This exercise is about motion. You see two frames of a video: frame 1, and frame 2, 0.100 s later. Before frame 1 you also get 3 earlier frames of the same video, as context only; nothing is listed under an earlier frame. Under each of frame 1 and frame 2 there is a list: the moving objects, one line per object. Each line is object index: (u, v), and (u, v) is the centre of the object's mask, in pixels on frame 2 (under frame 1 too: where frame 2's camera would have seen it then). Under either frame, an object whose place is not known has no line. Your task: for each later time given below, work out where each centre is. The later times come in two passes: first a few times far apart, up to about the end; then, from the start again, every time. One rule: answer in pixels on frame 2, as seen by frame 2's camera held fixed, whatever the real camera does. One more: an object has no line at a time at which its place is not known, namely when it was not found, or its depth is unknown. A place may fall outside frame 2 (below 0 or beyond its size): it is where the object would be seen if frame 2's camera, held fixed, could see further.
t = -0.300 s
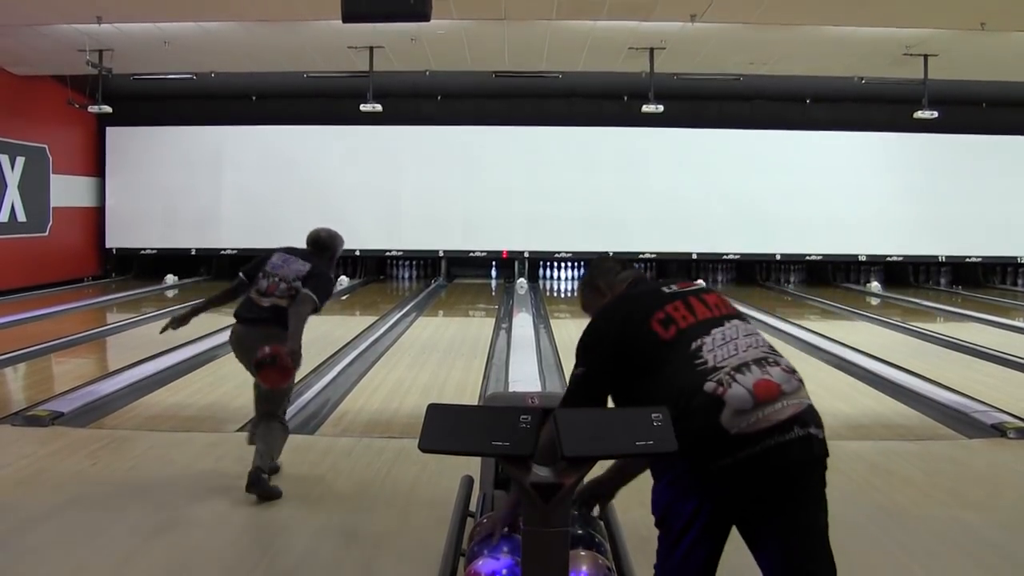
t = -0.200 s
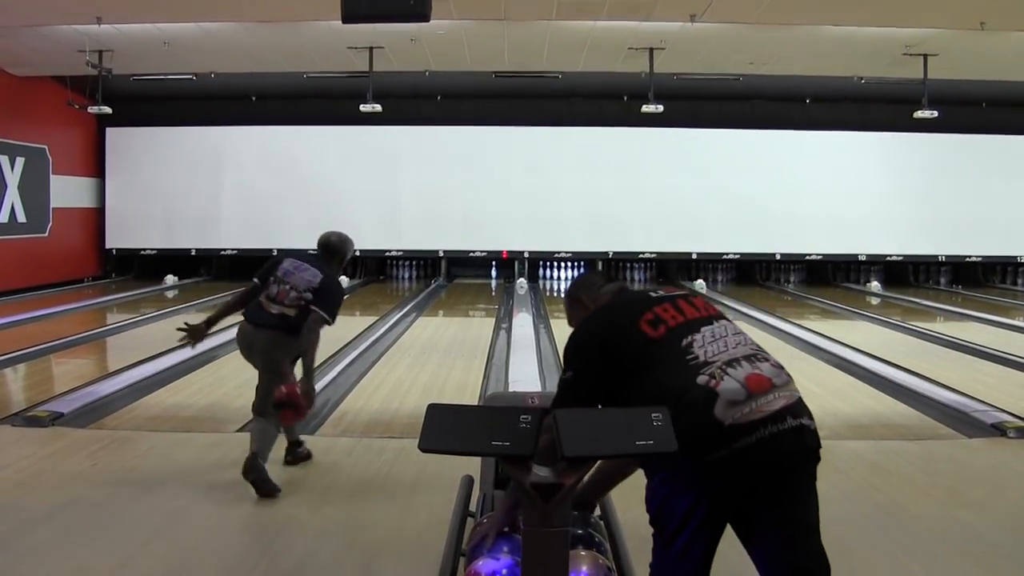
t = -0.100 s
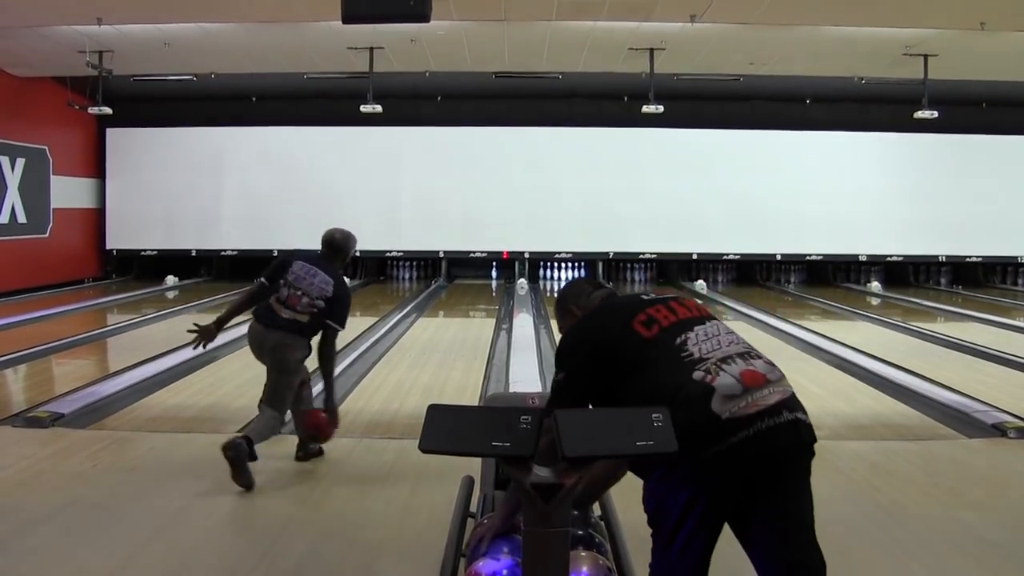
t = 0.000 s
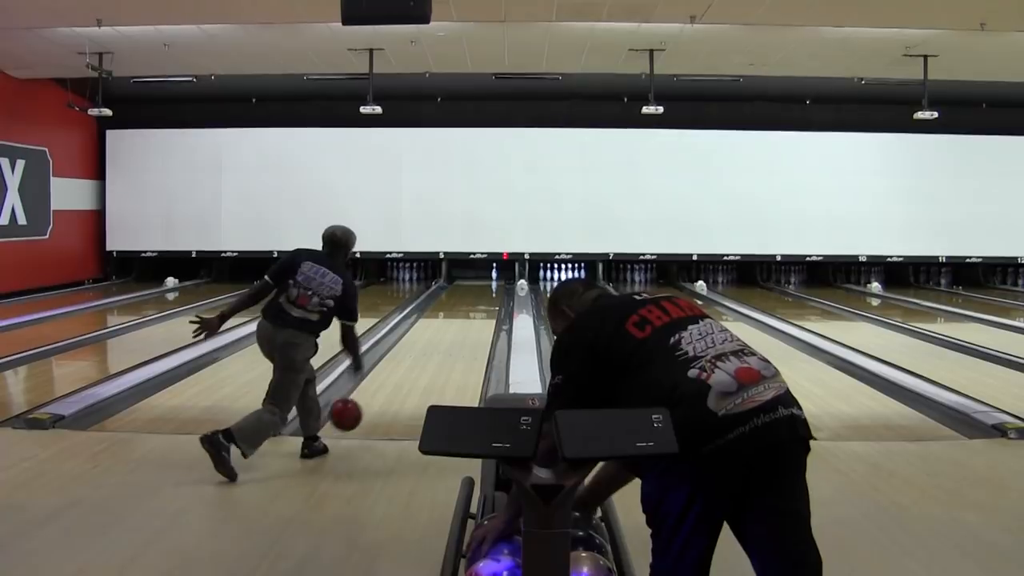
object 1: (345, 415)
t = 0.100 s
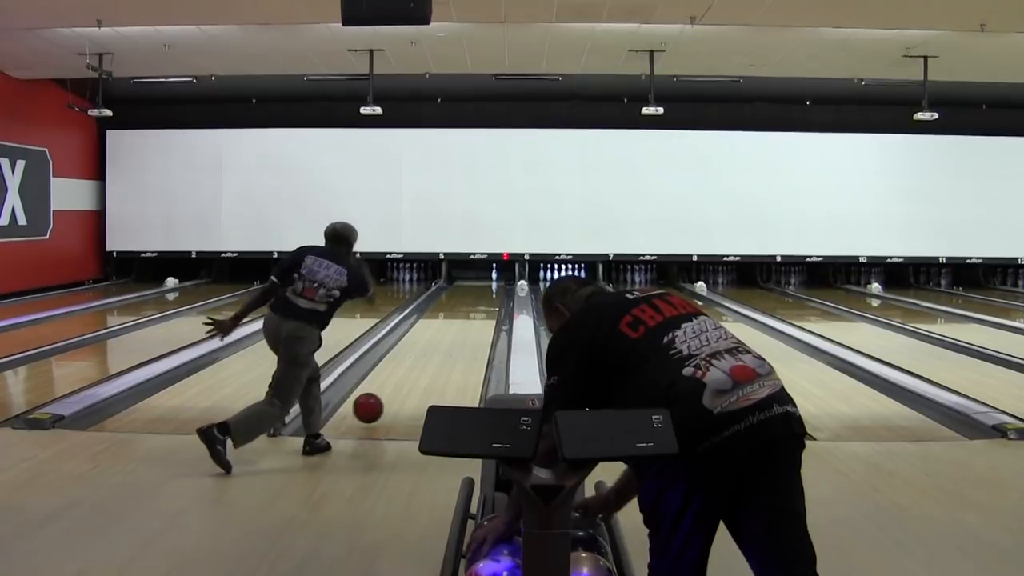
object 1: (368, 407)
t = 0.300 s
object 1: (402, 381)
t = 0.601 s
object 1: (437, 349)
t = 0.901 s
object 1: (460, 329)
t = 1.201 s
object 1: (477, 313)
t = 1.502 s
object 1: (488, 302)
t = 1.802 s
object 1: (496, 293)
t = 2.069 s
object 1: (500, 287)
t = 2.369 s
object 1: (502, 281)
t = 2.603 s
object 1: (501, 277)
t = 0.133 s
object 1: (374, 406)
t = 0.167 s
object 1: (381, 399)
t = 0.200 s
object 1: (386, 394)
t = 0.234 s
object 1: (392, 390)
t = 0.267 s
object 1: (397, 385)
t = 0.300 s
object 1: (402, 381)
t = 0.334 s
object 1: (407, 377)
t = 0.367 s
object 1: (411, 372)
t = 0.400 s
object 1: (415, 369)
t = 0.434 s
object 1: (419, 365)
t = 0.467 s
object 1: (423, 362)
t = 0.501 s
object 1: (427, 358)
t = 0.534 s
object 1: (431, 355)
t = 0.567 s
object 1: (434, 352)
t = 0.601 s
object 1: (437, 349)
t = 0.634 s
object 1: (440, 346)
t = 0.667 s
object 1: (443, 344)
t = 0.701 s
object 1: (446, 341)
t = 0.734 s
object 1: (448, 339)
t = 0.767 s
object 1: (451, 337)
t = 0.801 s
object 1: (454, 335)
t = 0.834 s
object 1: (456, 333)
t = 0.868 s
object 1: (458, 331)
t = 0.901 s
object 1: (460, 329)
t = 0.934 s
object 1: (463, 327)
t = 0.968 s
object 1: (465, 325)
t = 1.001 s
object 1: (467, 323)
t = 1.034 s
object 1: (468, 321)
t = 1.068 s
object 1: (470, 320)
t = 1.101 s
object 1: (472, 318)
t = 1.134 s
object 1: (474, 316)
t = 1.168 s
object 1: (476, 314)
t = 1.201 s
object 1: (477, 313)
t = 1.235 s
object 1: (479, 312)
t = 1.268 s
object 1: (480, 310)
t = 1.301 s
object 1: (481, 309)
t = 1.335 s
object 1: (482, 308)
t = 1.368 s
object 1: (484, 306)
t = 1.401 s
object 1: (485, 305)
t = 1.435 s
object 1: (485, 304)
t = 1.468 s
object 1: (487, 303)
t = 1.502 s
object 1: (488, 302)
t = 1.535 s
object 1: (489, 301)
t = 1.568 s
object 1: (490, 299)
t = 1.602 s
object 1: (490, 299)
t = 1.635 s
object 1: (492, 298)
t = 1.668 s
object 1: (492, 297)
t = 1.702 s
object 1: (493, 295)
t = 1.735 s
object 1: (495, 294)
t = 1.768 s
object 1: (495, 293)
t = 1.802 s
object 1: (496, 293)
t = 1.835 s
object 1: (497, 292)
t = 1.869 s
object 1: (497, 291)
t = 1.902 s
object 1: (497, 291)
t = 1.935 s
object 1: (499, 289)
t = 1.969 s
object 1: (499, 288)
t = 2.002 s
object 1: (499, 287)
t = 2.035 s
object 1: (499, 287)
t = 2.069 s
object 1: (500, 287)
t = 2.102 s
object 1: (500, 286)
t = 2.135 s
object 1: (500, 285)
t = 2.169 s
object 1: (501, 285)
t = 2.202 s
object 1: (501, 284)
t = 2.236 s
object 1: (501, 283)
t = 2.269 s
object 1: (502, 283)
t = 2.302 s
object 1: (502, 282)
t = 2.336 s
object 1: (502, 282)
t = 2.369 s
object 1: (502, 281)
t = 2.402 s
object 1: (502, 281)
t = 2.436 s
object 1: (502, 280)
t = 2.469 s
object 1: (502, 280)
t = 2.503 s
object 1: (502, 279)
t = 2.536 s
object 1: (501, 278)
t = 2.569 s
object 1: (501, 278)
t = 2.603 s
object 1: (501, 277)
